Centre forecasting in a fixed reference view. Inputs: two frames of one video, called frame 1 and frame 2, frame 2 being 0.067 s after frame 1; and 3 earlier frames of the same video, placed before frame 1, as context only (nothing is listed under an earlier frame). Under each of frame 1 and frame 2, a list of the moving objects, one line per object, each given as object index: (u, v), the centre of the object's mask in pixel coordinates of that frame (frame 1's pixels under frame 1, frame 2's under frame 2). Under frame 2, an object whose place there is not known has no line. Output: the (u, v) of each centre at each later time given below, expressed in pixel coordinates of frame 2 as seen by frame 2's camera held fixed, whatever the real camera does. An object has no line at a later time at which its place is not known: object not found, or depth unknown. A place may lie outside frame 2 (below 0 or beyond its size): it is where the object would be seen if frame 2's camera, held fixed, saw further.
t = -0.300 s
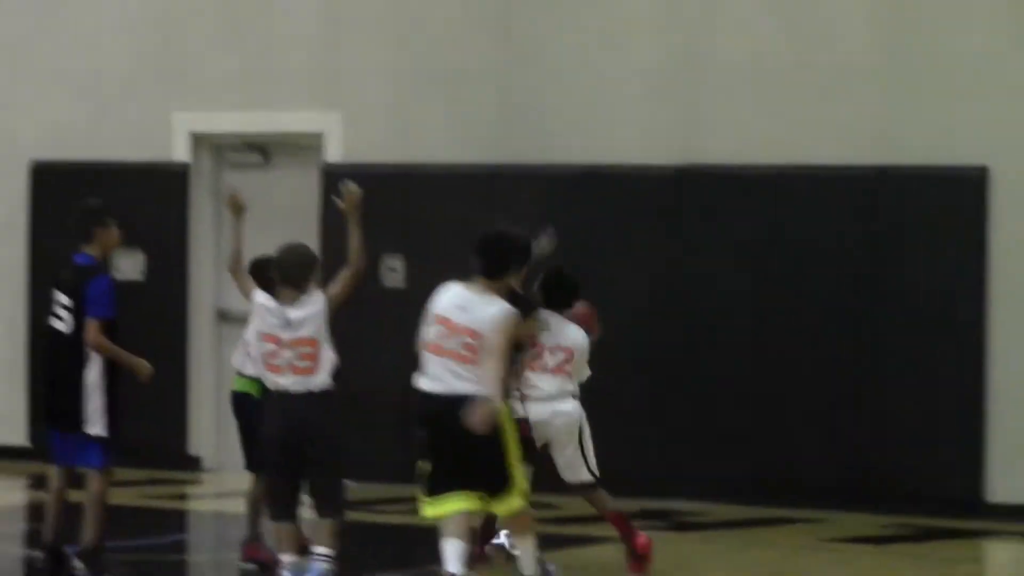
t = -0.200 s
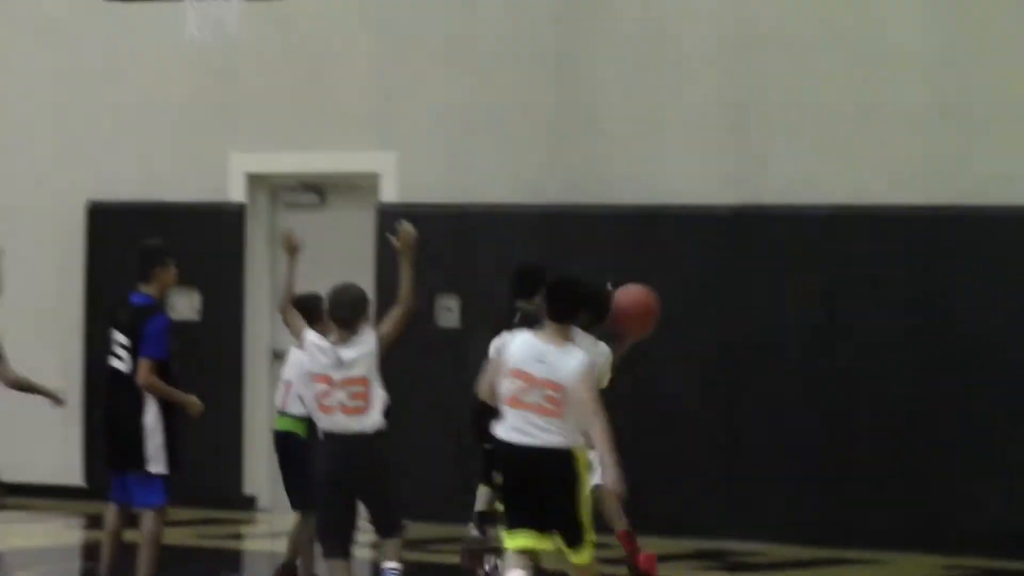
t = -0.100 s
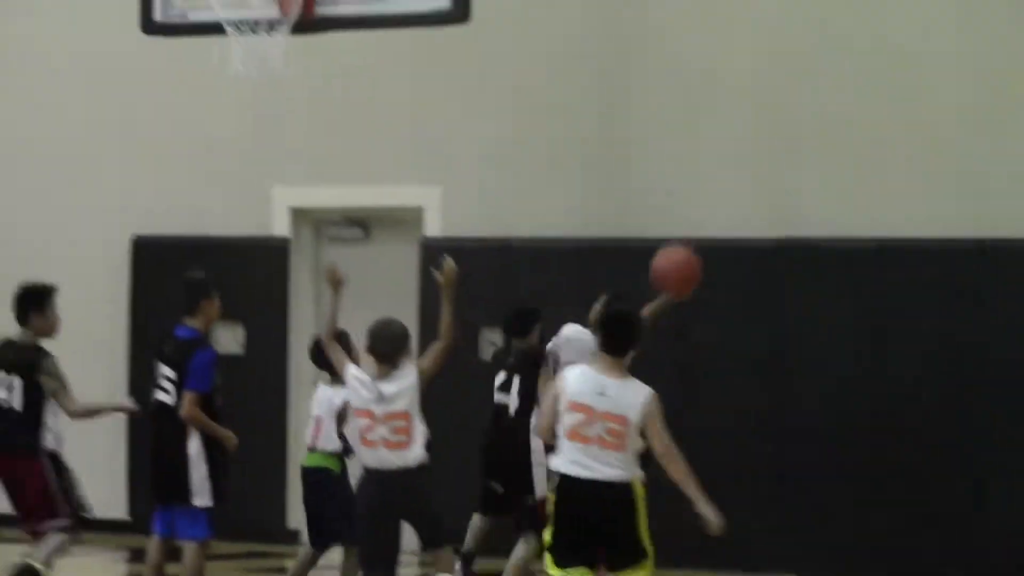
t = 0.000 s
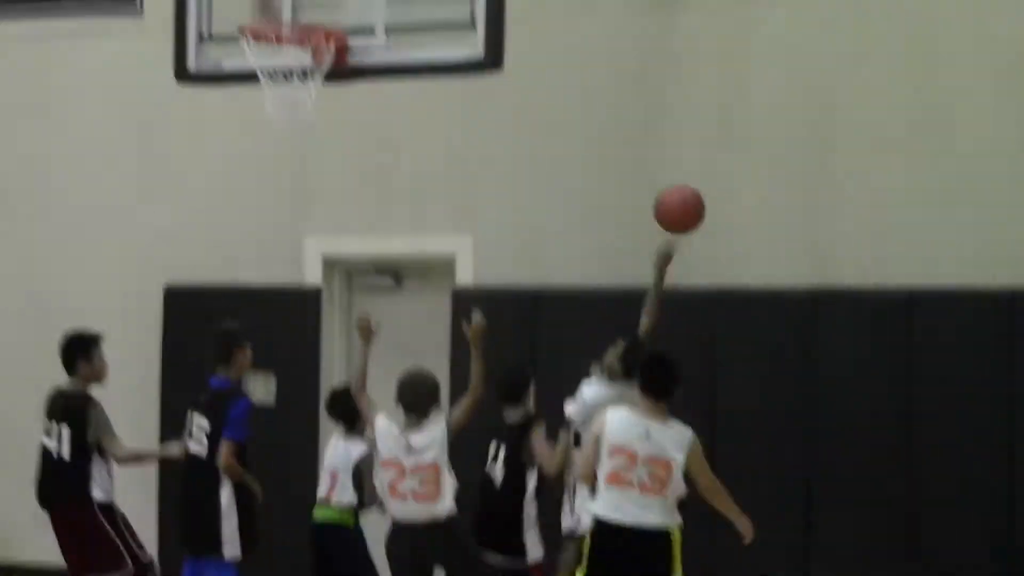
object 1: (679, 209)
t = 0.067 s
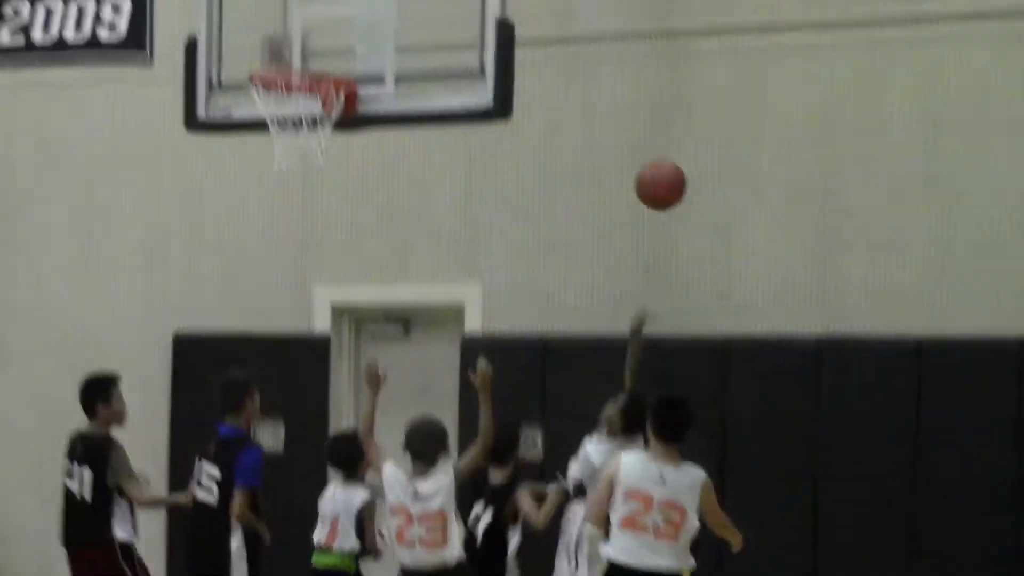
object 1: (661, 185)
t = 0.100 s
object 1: (646, 153)
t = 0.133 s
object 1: (632, 121)
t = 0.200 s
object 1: (604, 68)
